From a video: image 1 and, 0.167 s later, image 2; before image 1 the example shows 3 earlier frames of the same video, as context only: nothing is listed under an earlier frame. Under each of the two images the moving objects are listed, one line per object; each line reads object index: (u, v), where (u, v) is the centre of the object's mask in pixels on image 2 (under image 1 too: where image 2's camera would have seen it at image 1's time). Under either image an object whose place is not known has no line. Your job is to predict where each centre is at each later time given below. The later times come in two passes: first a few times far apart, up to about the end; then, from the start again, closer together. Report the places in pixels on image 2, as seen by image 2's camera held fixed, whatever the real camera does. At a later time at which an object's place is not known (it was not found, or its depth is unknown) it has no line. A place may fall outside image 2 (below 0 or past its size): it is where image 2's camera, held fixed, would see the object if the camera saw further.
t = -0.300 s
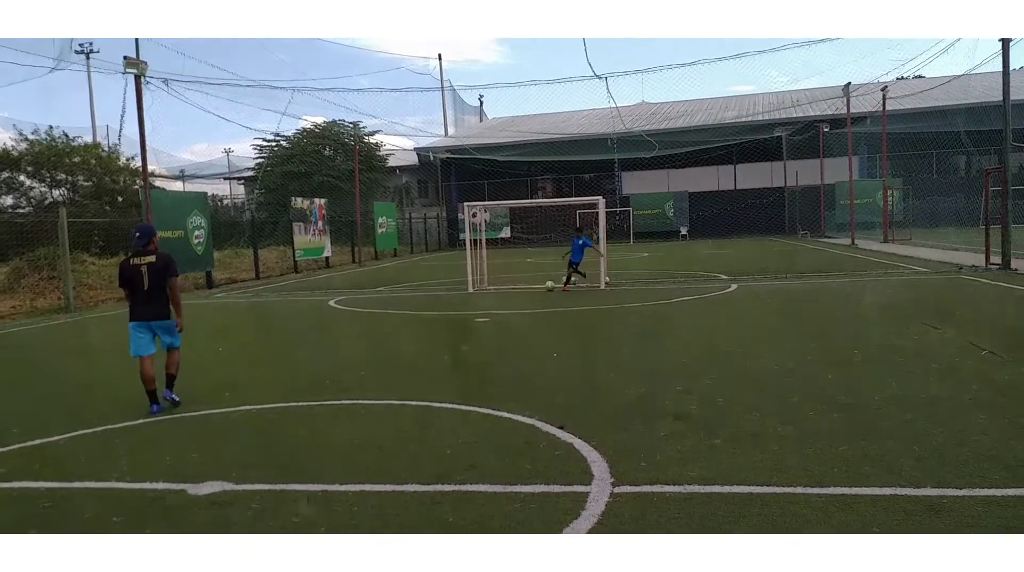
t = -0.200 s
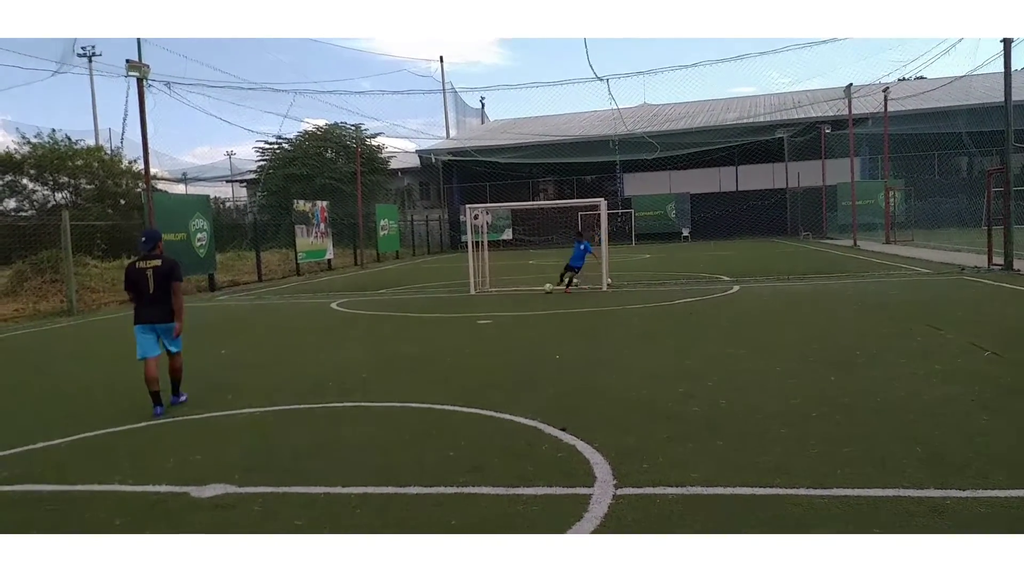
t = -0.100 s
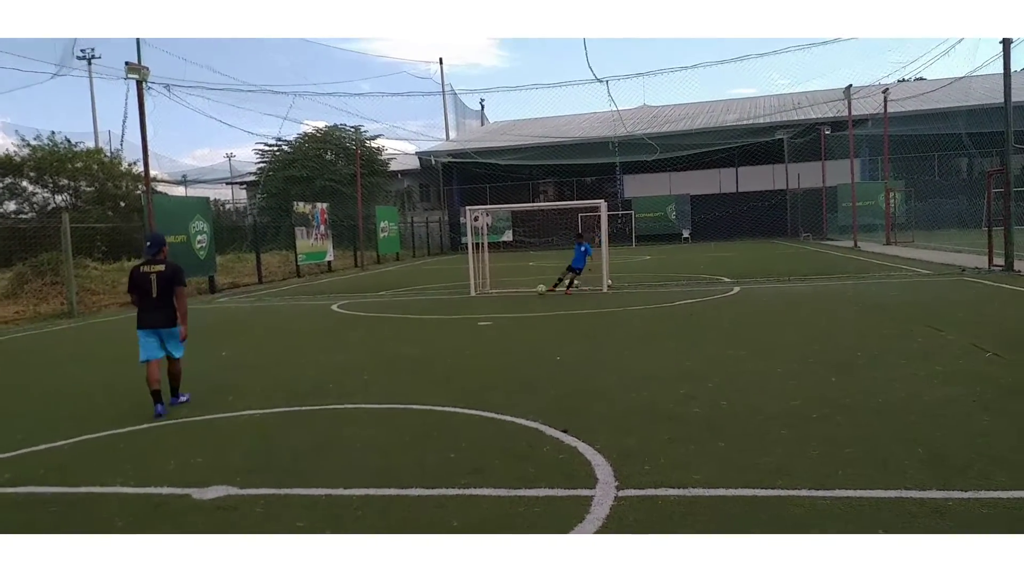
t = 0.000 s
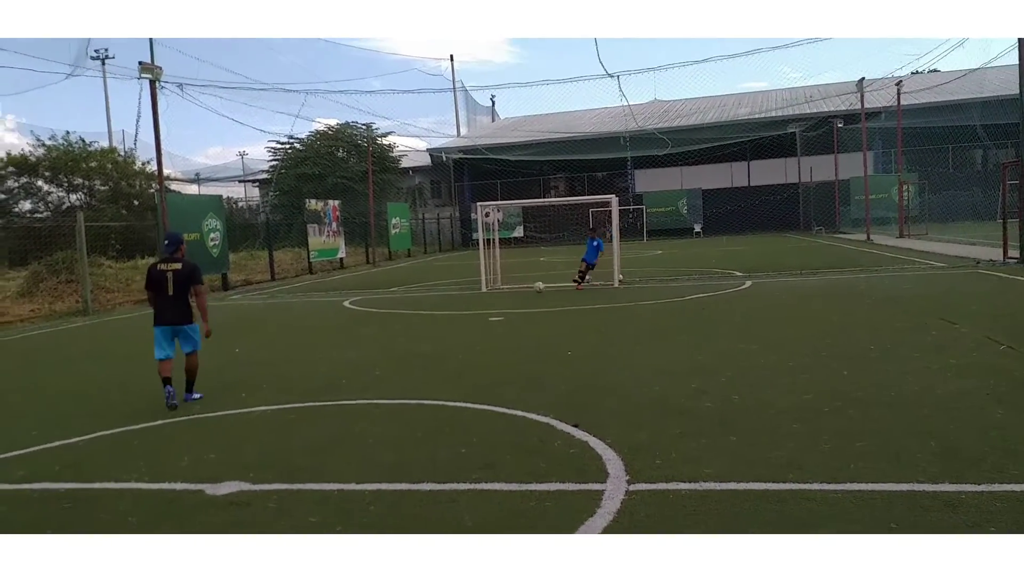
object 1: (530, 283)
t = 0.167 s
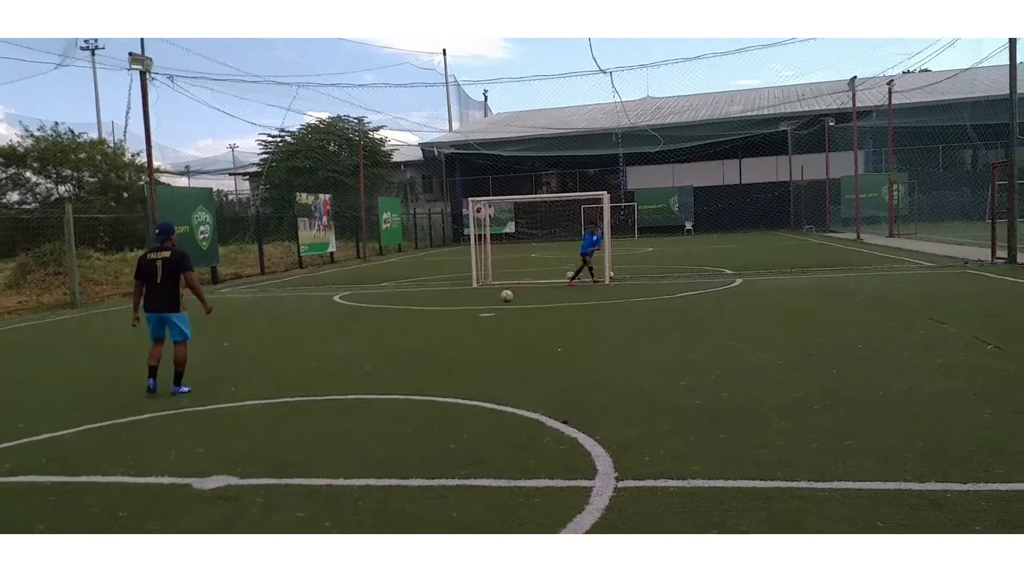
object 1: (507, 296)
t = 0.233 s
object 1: (498, 297)
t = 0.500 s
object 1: (460, 313)
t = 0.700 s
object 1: (431, 324)
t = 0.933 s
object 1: (392, 337)
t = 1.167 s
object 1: (344, 354)
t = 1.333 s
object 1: (304, 368)
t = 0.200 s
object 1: (502, 296)
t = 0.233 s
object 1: (498, 297)
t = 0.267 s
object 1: (493, 299)
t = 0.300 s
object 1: (489, 302)
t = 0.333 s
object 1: (484, 305)
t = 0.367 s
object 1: (479, 306)
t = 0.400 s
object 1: (474, 307)
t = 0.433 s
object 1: (469, 308)
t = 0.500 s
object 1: (460, 313)
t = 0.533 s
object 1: (456, 315)
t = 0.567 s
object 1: (451, 316)
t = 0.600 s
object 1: (446, 318)
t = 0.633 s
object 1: (441, 320)
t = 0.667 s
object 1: (436, 323)
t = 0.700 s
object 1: (431, 324)
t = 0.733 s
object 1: (426, 325)
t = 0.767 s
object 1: (421, 326)
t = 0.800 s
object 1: (416, 328)
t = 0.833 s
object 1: (410, 331)
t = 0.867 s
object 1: (405, 334)
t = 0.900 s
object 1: (399, 335)
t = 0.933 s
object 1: (392, 337)
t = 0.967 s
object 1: (386, 339)
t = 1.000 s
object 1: (380, 343)
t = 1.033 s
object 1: (373, 345)
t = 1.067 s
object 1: (366, 347)
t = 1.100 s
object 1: (359, 350)
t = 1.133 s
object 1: (352, 352)
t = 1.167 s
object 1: (344, 354)
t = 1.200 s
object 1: (337, 358)
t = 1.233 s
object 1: (329, 360)
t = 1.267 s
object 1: (321, 362)
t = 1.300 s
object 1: (312, 365)
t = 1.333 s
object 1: (304, 368)
